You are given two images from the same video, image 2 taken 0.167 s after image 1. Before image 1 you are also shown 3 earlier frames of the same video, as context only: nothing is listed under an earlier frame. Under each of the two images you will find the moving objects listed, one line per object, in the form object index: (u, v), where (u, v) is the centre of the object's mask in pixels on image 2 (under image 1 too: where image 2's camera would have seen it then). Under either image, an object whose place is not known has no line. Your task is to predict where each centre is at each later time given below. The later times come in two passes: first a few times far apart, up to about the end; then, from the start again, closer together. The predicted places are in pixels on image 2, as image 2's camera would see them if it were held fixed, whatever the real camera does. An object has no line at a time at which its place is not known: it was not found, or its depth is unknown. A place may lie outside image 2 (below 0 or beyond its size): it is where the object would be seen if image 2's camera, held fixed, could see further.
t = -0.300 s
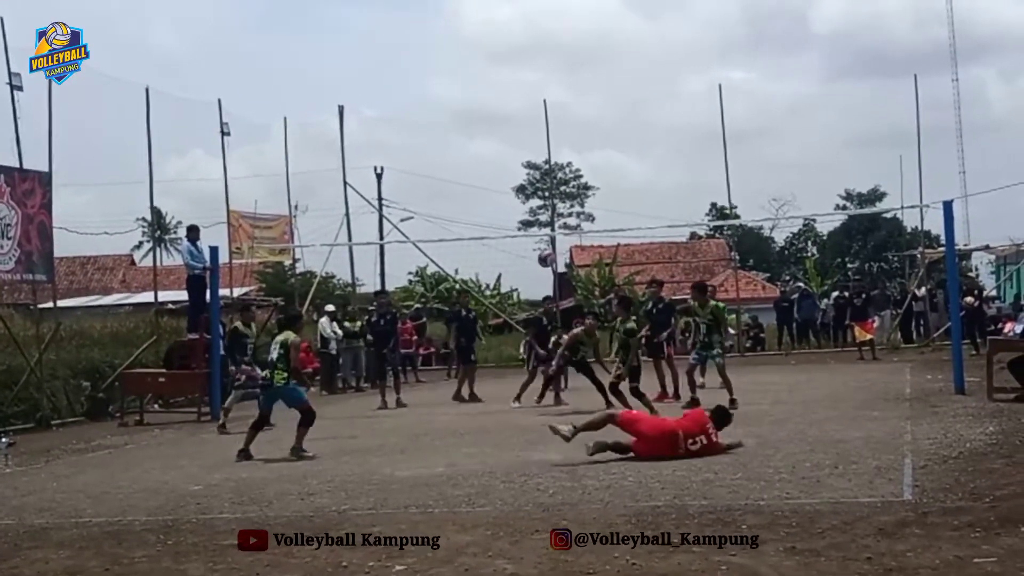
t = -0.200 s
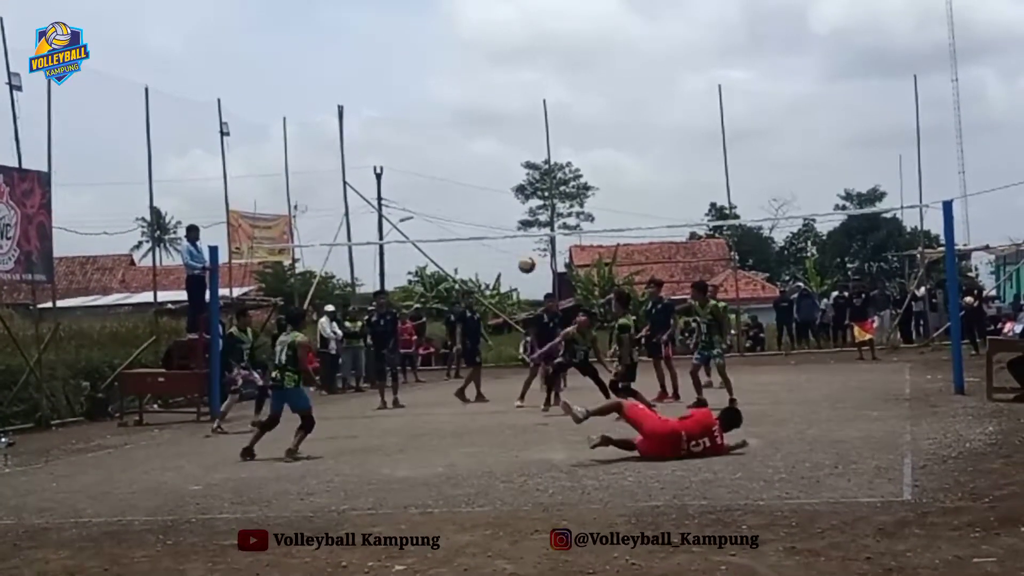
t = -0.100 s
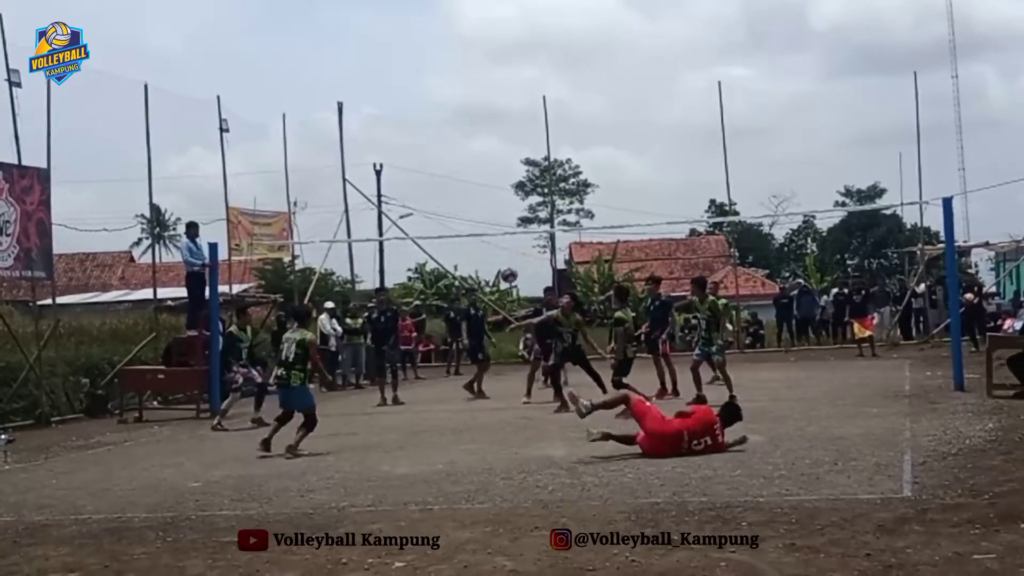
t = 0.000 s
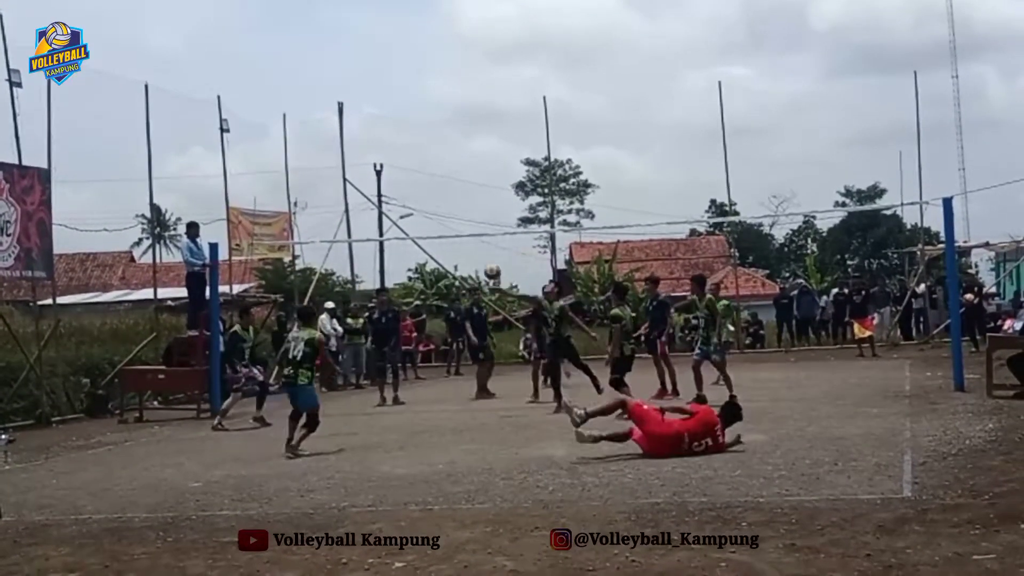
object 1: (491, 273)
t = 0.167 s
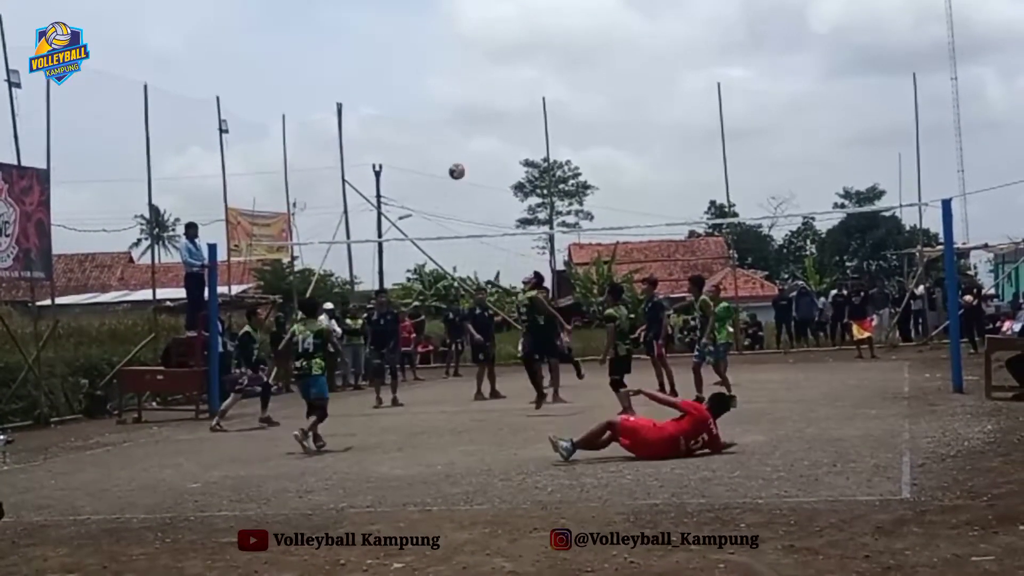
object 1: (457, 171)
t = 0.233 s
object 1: (443, 137)
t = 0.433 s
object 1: (404, 55)
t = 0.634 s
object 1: (367, 4)
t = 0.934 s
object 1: (315, -9)
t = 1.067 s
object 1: (294, 2)
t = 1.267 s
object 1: (263, 54)
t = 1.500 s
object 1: (229, 154)
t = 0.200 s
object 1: (450, 154)
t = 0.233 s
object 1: (443, 137)
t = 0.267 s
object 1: (437, 121)
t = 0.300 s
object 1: (430, 106)
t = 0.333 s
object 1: (423, 92)
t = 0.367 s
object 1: (417, 79)
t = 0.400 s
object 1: (410, 67)
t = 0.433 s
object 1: (404, 55)
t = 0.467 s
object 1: (398, 44)
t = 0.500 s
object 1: (392, 35)
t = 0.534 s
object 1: (385, 25)
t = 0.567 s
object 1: (379, 17)
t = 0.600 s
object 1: (373, 10)
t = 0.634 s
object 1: (367, 4)
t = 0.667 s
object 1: (361, 2)
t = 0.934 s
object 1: (315, -9)
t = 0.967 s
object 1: (310, -8)
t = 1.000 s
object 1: (305, -6)
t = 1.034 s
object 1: (299, -3)
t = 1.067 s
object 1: (294, 2)
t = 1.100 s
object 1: (288, 9)
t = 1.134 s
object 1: (283, 16)
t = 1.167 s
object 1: (278, 24)
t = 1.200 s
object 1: (273, 33)
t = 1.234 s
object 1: (268, 43)
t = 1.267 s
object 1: (263, 54)
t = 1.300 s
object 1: (258, 66)
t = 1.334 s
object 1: (253, 79)
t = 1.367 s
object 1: (248, 92)
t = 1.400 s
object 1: (243, 106)
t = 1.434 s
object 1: (238, 121)
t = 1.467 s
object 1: (234, 137)
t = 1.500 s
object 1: (229, 154)
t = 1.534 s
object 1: (224, 171)
